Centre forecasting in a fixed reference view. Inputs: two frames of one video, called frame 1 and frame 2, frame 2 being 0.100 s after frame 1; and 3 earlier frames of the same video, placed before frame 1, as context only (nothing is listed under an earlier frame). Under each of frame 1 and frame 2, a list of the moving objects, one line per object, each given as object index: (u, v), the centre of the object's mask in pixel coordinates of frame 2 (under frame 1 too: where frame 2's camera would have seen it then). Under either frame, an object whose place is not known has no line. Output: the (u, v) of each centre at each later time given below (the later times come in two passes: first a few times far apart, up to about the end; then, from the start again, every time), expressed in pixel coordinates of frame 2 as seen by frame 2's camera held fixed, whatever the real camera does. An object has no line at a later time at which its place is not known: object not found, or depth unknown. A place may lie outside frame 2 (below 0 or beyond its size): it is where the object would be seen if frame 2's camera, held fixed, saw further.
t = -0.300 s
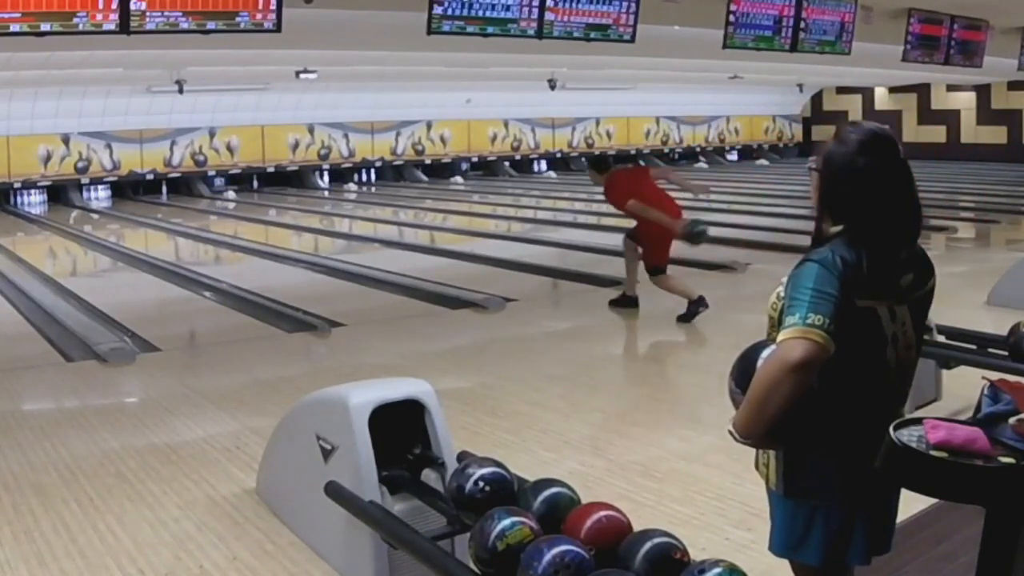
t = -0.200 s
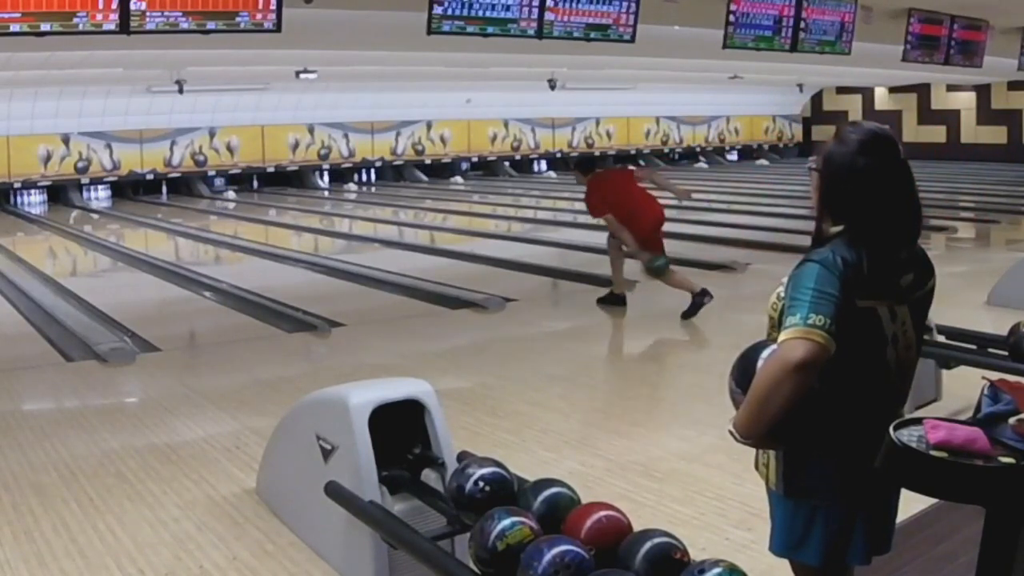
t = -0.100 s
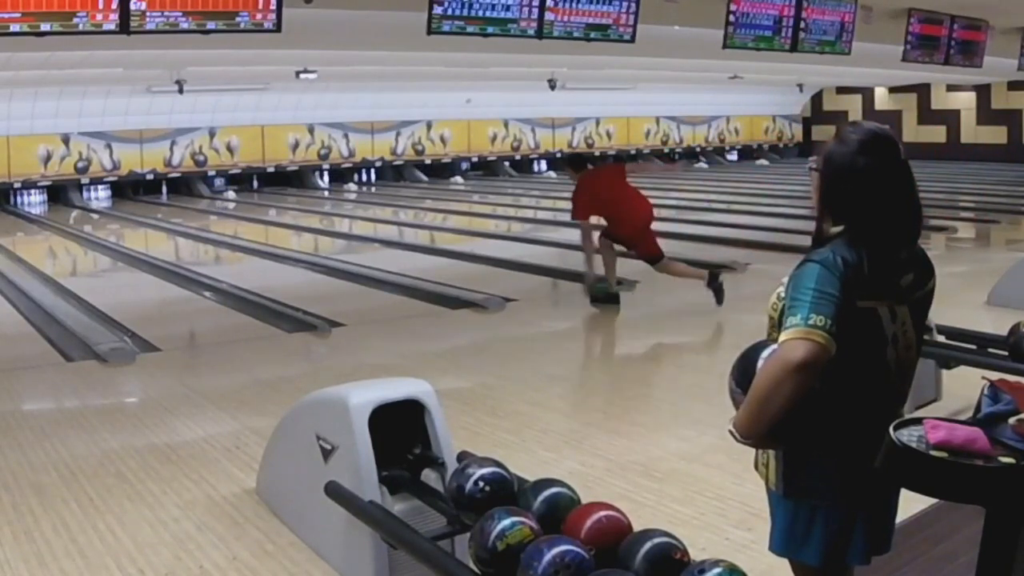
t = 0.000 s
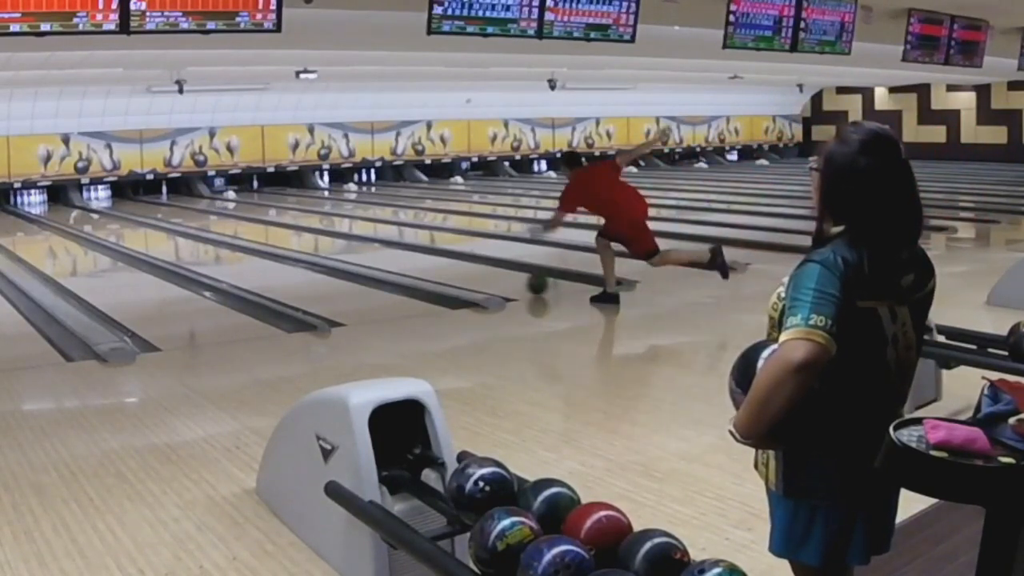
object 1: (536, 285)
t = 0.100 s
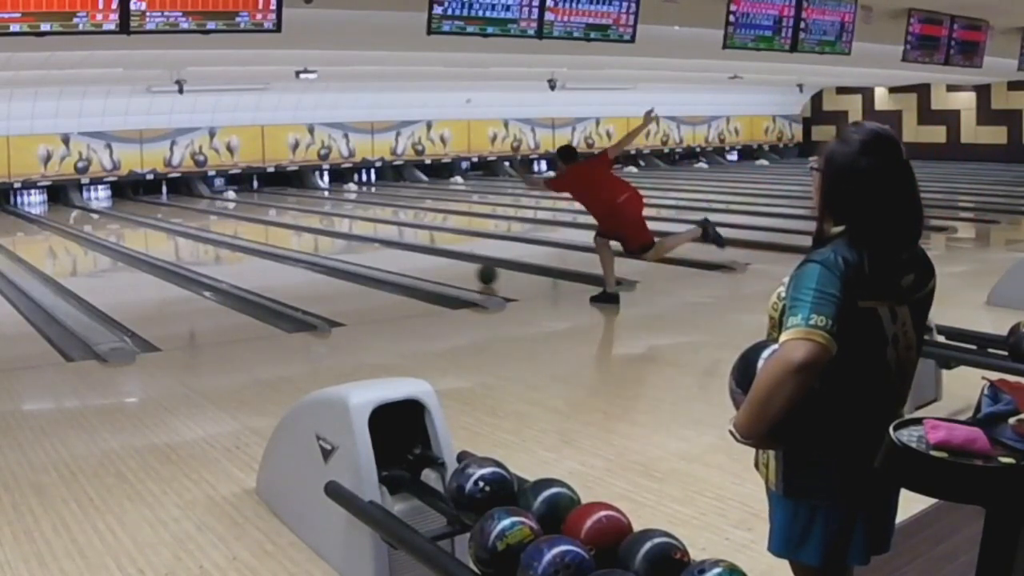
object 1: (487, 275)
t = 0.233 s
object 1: (429, 264)
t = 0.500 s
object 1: (341, 246)
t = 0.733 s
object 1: (282, 235)
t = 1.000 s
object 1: (231, 225)
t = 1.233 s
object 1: (196, 218)
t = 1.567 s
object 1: (158, 210)
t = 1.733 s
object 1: (141, 206)
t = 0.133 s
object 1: (471, 273)
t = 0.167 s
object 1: (457, 269)
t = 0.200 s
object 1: (443, 267)
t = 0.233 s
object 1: (429, 264)
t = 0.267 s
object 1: (417, 262)
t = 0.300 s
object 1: (404, 259)
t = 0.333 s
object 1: (392, 256)
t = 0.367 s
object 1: (381, 254)
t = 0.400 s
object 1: (371, 252)
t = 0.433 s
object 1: (360, 250)
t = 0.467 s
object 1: (350, 248)
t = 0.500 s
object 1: (341, 246)
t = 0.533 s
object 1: (331, 244)
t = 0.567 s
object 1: (322, 243)
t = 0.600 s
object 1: (314, 241)
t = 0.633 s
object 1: (306, 239)
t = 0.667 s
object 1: (297, 238)
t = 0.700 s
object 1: (290, 237)
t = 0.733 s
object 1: (282, 235)
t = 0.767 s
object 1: (275, 233)
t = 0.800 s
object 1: (268, 232)
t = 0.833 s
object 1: (262, 231)
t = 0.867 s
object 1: (255, 230)
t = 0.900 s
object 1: (249, 228)
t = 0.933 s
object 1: (243, 227)
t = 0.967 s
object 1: (237, 226)
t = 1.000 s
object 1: (231, 225)
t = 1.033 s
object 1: (226, 224)
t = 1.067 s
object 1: (220, 222)
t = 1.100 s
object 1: (215, 221)
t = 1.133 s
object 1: (210, 221)
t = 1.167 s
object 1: (205, 220)
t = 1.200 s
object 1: (201, 219)
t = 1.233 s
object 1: (196, 218)
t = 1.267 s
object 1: (191, 217)
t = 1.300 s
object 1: (187, 216)
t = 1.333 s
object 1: (185, 216)
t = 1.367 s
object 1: (181, 215)
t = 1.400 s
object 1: (176, 214)
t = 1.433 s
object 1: (173, 213)
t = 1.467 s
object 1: (169, 212)
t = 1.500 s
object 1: (165, 212)
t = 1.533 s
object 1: (162, 211)
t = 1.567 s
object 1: (158, 210)
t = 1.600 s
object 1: (155, 209)
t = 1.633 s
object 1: (151, 209)
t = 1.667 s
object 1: (148, 208)
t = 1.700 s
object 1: (145, 207)
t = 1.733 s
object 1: (141, 206)
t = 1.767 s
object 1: (139, 206)
